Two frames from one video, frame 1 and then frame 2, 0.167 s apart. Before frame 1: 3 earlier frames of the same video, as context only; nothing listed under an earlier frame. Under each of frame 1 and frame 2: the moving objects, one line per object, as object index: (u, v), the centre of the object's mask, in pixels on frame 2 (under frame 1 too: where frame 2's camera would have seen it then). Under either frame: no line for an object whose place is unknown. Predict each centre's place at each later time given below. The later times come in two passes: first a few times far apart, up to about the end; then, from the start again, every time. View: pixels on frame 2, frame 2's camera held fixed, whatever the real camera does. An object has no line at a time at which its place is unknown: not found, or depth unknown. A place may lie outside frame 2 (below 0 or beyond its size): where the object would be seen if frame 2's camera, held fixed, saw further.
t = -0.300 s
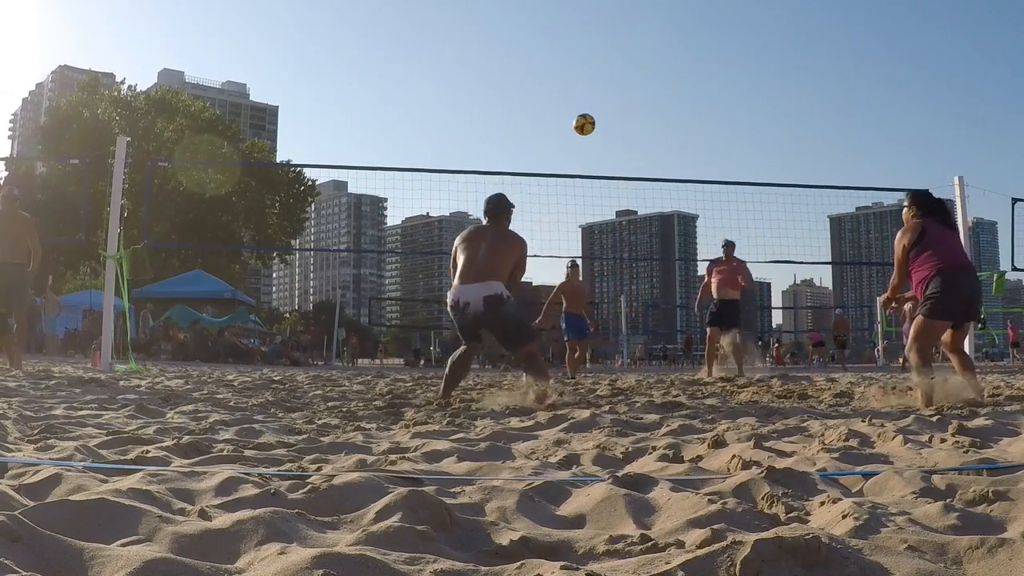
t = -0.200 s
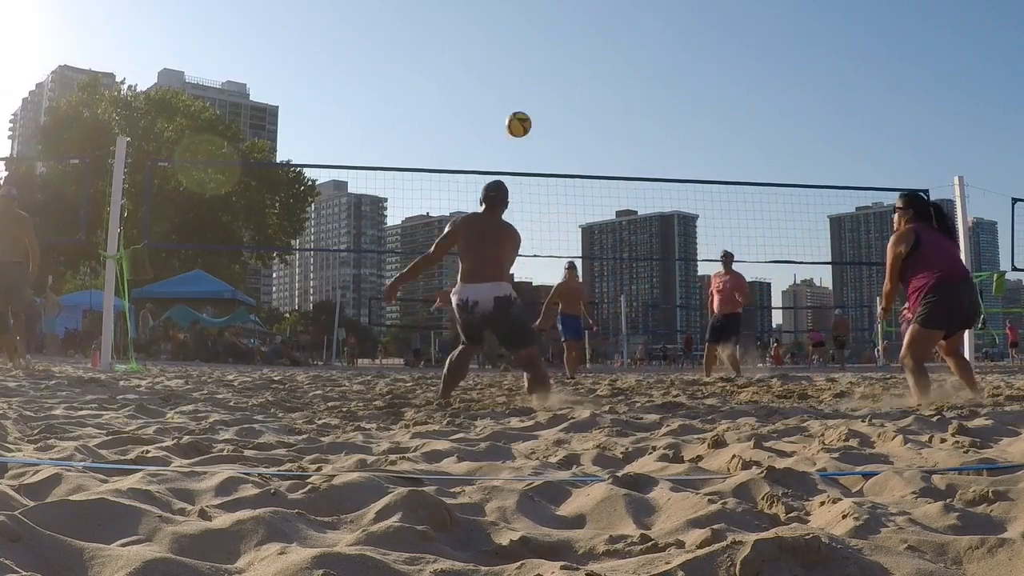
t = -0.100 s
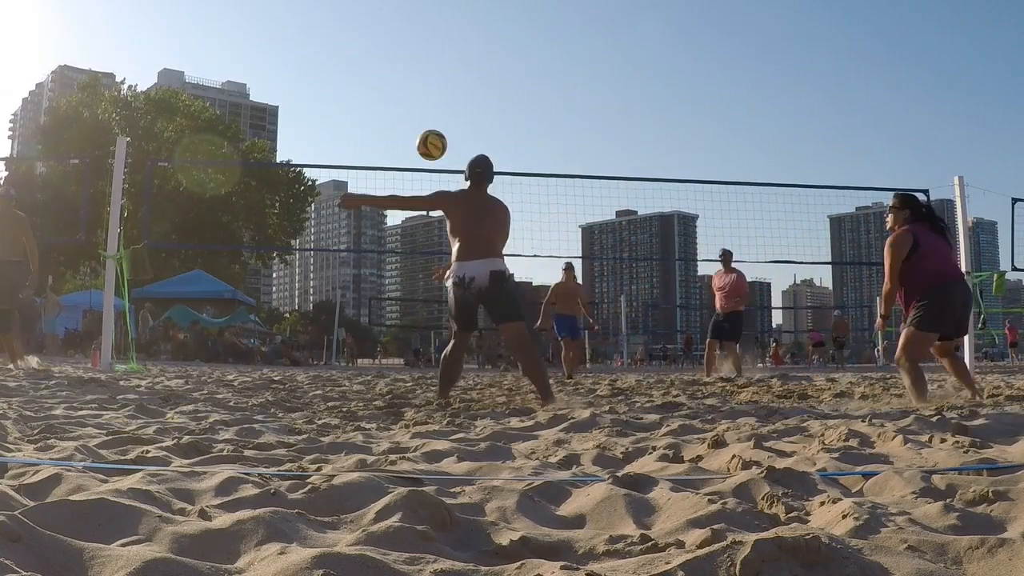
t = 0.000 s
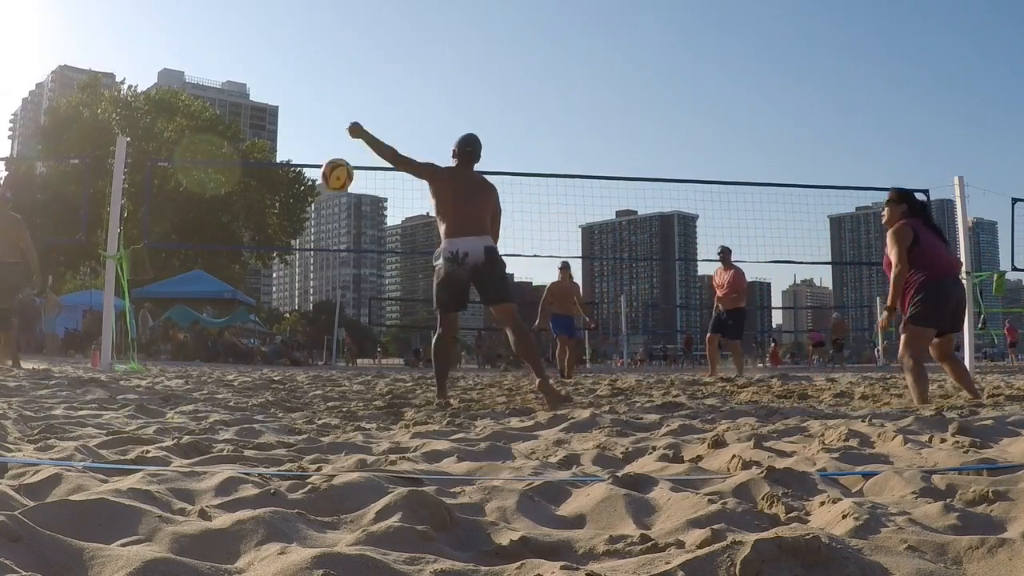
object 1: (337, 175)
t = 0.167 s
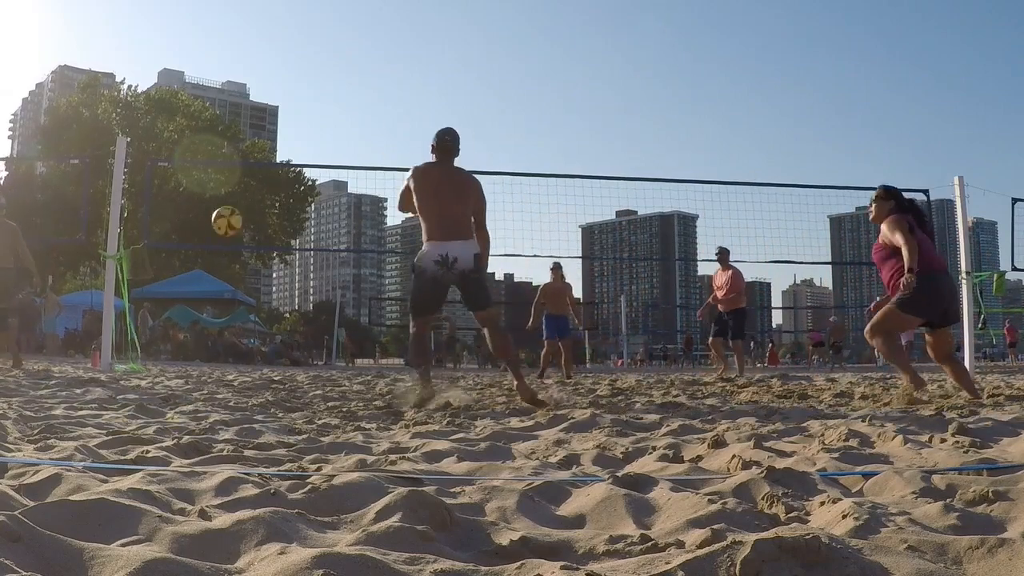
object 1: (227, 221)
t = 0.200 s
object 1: (207, 233)
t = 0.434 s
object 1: (98, 345)
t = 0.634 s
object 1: (81, 305)
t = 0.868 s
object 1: (86, 252)
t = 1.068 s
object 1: (88, 255)
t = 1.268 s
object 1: (88, 298)
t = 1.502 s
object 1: (83, 360)
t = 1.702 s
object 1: (66, 357)
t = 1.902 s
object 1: (61, 354)
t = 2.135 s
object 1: (59, 355)
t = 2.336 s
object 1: (63, 356)
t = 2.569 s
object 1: (69, 357)
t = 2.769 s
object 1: (77, 358)
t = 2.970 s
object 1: (85, 359)
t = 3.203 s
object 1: (89, 359)
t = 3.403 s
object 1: (89, 359)
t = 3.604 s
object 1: (88, 359)
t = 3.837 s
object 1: (87, 359)
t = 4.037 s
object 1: (85, 359)
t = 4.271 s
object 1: (84, 359)
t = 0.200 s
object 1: (207, 233)
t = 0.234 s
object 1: (189, 247)
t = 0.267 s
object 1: (172, 261)
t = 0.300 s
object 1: (156, 276)
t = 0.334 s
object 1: (140, 292)
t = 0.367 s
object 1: (126, 308)
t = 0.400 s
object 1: (112, 326)
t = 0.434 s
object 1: (98, 345)
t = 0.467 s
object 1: (85, 362)
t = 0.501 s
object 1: (79, 363)
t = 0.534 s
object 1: (80, 346)
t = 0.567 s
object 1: (80, 332)
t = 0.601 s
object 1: (81, 317)
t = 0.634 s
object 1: (81, 305)
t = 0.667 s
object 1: (82, 293)
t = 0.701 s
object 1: (83, 282)
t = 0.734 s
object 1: (84, 274)
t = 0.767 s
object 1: (84, 267)
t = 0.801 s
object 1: (84, 261)
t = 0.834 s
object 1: (86, 256)
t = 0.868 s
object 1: (86, 252)
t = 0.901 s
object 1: (87, 250)
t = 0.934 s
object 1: (87, 248)
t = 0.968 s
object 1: (87, 249)
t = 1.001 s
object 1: (87, 250)
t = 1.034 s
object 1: (88, 252)
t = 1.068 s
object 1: (88, 255)
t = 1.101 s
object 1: (88, 259)
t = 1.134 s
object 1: (89, 264)
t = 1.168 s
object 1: (89, 272)
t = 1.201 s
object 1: (89, 279)
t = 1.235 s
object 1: (89, 287)
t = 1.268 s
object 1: (88, 298)
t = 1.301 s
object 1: (89, 309)
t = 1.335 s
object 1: (90, 321)
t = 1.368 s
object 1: (90, 333)
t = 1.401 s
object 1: (91, 347)
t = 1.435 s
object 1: (90, 361)
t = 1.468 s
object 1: (86, 361)
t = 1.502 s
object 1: (83, 360)
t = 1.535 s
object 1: (81, 359)
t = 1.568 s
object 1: (77, 358)
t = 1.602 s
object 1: (73, 359)
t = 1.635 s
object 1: (70, 360)
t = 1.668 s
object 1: (67, 358)
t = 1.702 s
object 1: (66, 357)
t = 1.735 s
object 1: (65, 357)
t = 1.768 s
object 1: (62, 358)
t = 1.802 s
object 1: (61, 357)
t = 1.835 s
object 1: (61, 356)
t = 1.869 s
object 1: (61, 355)
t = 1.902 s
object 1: (61, 354)
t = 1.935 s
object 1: (61, 355)
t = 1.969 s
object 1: (60, 356)
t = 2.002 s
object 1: (59, 356)
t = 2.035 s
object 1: (59, 355)
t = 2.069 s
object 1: (59, 355)
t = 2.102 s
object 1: (59, 354)
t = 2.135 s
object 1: (59, 355)
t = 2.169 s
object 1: (59, 356)
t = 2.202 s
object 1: (59, 358)
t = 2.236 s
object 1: (60, 359)
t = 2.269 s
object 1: (60, 357)
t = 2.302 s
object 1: (61, 356)
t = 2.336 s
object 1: (63, 356)
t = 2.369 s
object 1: (63, 356)
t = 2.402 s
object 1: (64, 356)
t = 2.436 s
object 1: (66, 356)
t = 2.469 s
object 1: (66, 357)
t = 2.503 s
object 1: (67, 357)
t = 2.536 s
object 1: (68, 357)
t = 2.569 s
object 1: (69, 357)
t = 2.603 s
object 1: (70, 357)
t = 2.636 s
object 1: (72, 357)
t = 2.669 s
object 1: (73, 357)
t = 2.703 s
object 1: (74, 357)
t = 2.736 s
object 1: (75, 357)
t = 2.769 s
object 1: (77, 358)
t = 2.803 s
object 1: (78, 357)
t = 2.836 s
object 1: (81, 358)
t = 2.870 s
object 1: (82, 359)
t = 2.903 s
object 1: (83, 359)
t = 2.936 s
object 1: (84, 359)
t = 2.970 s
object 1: (85, 359)
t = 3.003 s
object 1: (86, 359)
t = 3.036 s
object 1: (86, 359)
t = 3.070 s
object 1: (87, 359)
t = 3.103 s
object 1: (88, 359)
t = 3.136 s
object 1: (88, 359)
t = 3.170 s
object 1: (88, 359)
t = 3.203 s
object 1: (89, 359)
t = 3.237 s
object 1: (89, 359)
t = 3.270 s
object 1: (89, 359)
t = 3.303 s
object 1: (89, 358)
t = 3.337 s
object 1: (89, 359)
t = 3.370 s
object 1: (89, 359)
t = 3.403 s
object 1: (89, 359)
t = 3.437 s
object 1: (89, 359)
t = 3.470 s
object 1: (89, 359)
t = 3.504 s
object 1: (89, 359)
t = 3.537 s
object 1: (89, 359)
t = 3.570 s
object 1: (88, 359)
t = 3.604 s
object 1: (88, 359)
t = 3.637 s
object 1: (88, 359)
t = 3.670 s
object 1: (88, 359)
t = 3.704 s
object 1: (88, 358)
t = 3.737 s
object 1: (88, 358)
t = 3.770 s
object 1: (88, 358)
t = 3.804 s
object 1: (88, 359)
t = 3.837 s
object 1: (87, 359)
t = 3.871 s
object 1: (87, 359)
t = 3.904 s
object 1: (87, 359)
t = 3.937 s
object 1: (86, 359)
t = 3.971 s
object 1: (86, 359)
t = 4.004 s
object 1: (86, 359)
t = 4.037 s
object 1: (85, 359)
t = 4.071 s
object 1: (85, 359)
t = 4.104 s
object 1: (85, 359)
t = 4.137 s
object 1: (84, 359)
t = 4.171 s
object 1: (84, 359)
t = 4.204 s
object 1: (84, 359)
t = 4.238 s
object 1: (84, 359)
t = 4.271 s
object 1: (84, 359)
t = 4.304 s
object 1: (83, 359)
